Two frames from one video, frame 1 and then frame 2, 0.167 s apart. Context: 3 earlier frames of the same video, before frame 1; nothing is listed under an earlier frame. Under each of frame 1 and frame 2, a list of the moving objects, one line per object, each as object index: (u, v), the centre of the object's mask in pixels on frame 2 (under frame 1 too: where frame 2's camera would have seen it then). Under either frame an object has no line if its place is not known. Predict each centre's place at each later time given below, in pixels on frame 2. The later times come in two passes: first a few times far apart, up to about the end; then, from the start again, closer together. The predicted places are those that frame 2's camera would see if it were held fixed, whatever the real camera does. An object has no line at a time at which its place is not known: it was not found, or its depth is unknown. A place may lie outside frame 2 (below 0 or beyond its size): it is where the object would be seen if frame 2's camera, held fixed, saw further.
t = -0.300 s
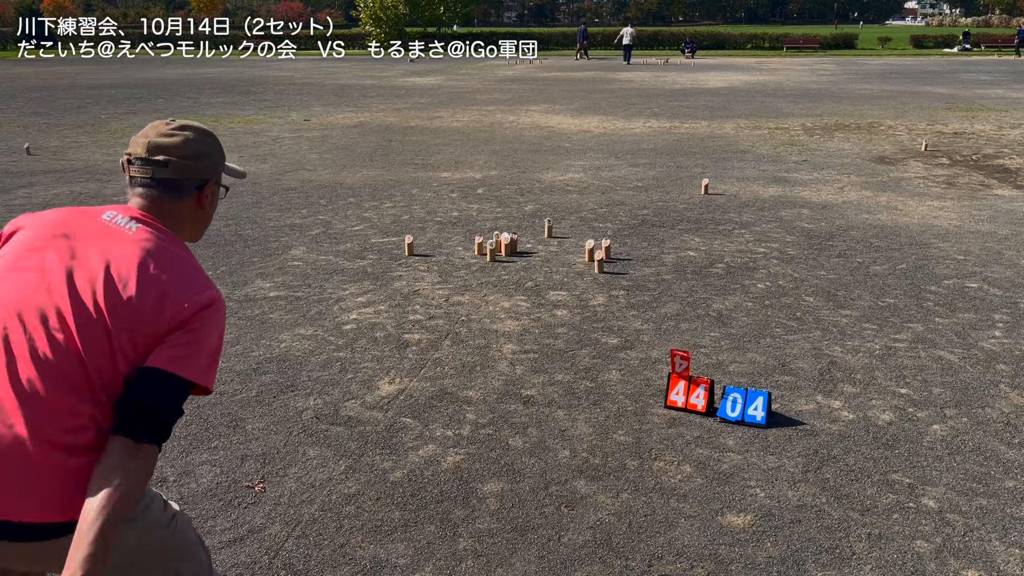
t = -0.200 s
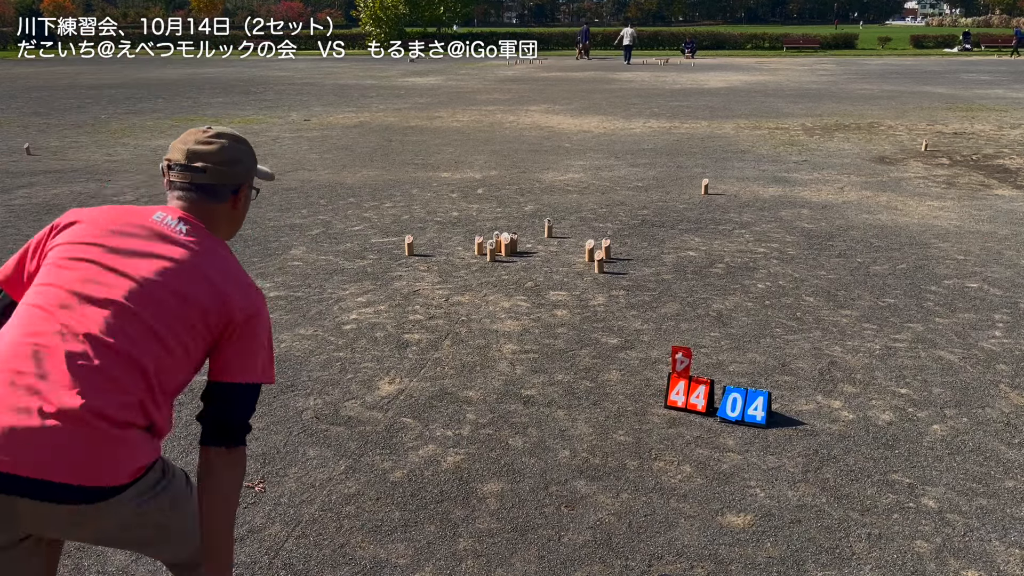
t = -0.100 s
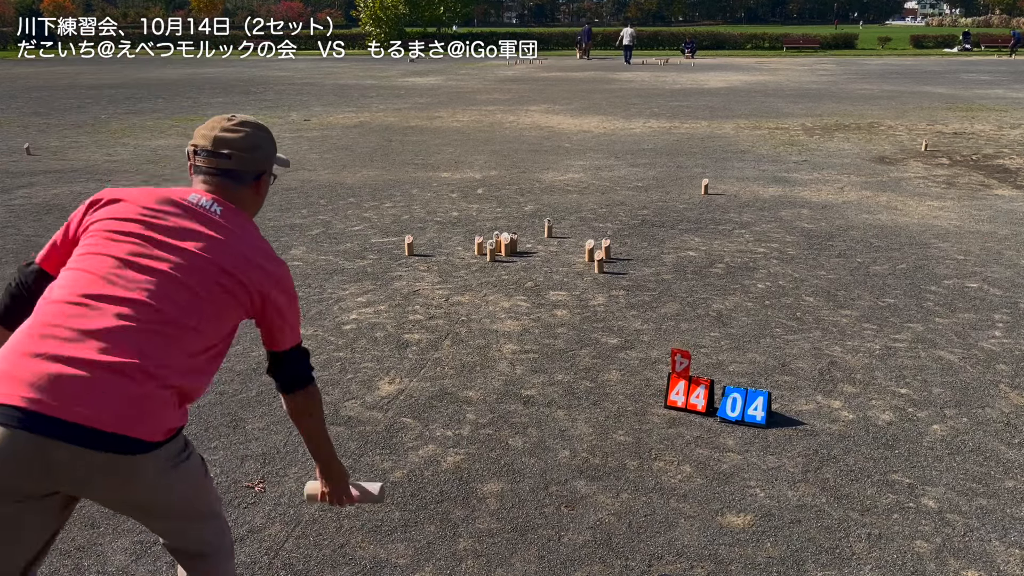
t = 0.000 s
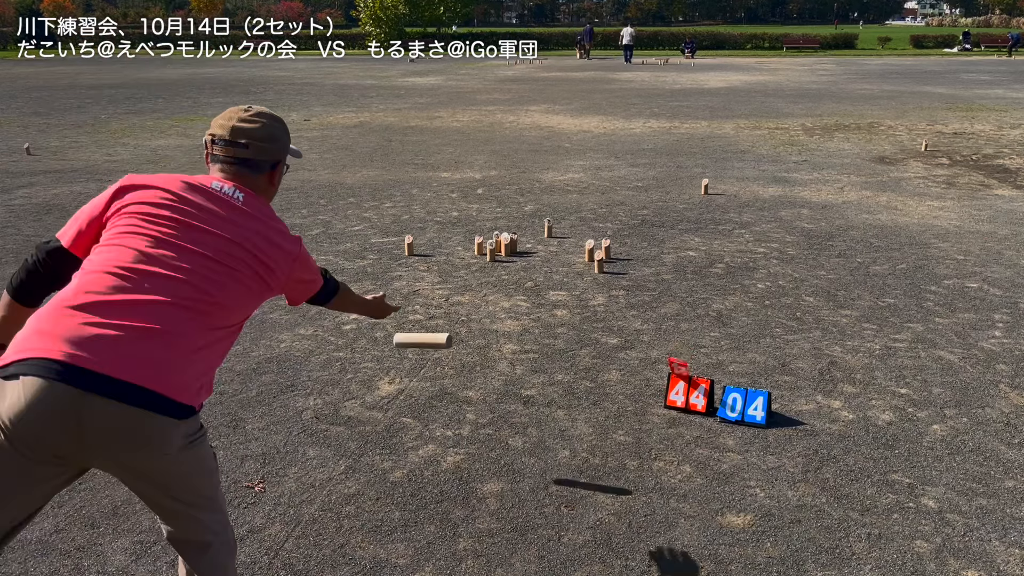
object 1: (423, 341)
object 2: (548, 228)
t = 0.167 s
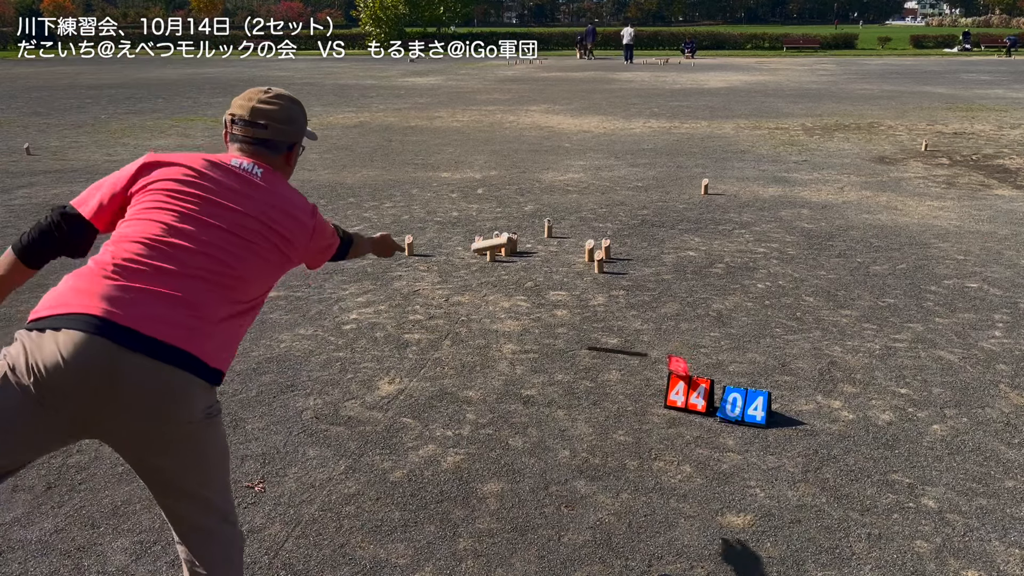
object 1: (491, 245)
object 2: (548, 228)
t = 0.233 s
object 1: (509, 233)
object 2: (548, 228)
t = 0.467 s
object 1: (542, 237)
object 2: (548, 225)
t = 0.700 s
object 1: (563, 215)
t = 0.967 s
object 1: (581, 215)
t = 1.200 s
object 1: (581, 210)
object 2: (540, 186)
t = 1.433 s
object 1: (589, 208)
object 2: (541, 183)
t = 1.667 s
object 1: (599, 206)
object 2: (540, 183)
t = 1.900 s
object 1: (606, 205)
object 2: (539, 183)
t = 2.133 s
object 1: (611, 204)
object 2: (539, 183)
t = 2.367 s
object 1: (614, 204)
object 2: (539, 183)
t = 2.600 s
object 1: (616, 204)
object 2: (539, 183)
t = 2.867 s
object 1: (616, 204)
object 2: (539, 183)
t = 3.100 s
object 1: (615, 204)
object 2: (539, 183)
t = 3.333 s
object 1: (615, 204)
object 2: (539, 183)
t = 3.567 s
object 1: (615, 204)
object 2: (539, 183)
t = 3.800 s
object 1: (616, 204)
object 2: (539, 183)
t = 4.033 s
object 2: (539, 183)
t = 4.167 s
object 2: (539, 183)
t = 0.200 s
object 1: (500, 238)
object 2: (548, 228)
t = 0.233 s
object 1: (509, 233)
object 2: (548, 228)
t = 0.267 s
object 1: (515, 231)
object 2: (548, 228)
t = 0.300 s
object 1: (522, 231)
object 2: (548, 228)
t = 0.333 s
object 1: (526, 234)
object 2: (548, 228)
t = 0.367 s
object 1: (532, 237)
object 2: (549, 227)
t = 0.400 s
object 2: (548, 226)
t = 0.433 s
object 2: (548, 228)
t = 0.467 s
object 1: (542, 237)
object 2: (548, 225)
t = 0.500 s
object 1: (546, 231)
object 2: (545, 223)
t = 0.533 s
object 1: (550, 227)
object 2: (541, 221)
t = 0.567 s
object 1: (552, 224)
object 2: (542, 221)
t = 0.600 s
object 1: (555, 221)
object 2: (543, 219)
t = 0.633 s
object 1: (557, 219)
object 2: (542, 216)
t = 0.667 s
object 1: (560, 218)
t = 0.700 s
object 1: (563, 215)
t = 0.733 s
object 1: (566, 214)
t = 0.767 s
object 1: (569, 213)
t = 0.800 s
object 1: (572, 212)
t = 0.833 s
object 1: (575, 213)
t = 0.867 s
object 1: (578, 214)
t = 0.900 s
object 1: (581, 216)
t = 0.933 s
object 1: (581, 215)
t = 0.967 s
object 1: (581, 215)
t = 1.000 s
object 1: (581, 214)
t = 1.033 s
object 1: (581, 213)
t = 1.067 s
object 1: (581, 213)
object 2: (540, 190)
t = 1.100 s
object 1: (581, 211)
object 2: (538, 188)
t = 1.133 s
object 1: (580, 211)
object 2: (538, 187)
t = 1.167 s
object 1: (581, 211)
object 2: (539, 187)
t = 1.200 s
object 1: (581, 210)
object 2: (540, 186)
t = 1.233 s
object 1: (582, 210)
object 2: (541, 185)
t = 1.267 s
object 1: (582, 209)
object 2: (541, 185)
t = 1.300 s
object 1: (583, 209)
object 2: (539, 184)
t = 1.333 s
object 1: (584, 209)
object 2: (539, 184)
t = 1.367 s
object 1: (586, 208)
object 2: (540, 183)
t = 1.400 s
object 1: (587, 208)
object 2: (540, 183)
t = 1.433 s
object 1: (589, 208)
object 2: (541, 183)
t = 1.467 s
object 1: (590, 207)
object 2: (541, 183)
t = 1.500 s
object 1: (592, 207)
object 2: (541, 183)
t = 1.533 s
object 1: (593, 207)
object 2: (541, 183)
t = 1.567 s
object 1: (595, 207)
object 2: (541, 183)
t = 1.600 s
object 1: (597, 206)
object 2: (541, 183)
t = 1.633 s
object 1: (598, 206)
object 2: (541, 183)
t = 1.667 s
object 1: (599, 206)
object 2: (540, 183)
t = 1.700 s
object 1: (601, 206)
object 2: (540, 182)
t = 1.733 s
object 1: (602, 205)
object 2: (539, 182)
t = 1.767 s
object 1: (603, 205)
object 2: (539, 182)
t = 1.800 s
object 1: (604, 205)
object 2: (539, 183)
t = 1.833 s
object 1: (604, 205)
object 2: (539, 183)
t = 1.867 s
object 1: (605, 205)
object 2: (539, 183)
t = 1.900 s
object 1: (606, 205)
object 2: (539, 183)
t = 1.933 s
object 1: (607, 205)
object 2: (539, 183)
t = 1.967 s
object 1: (607, 205)
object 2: (539, 183)
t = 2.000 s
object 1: (609, 205)
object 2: (539, 183)
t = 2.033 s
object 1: (609, 204)
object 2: (539, 183)
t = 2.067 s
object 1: (610, 204)
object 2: (539, 183)
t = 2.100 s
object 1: (611, 204)
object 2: (539, 183)
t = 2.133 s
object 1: (611, 204)
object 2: (539, 183)
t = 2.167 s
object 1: (612, 204)
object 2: (539, 183)
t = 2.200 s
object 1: (612, 204)
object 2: (539, 183)
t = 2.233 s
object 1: (612, 204)
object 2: (539, 183)
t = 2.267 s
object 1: (613, 204)
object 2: (539, 183)
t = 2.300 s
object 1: (613, 204)
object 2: (539, 183)
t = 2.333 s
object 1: (614, 204)
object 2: (539, 183)
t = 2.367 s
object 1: (614, 204)
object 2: (539, 183)
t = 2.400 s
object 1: (614, 204)
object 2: (539, 183)
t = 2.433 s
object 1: (614, 204)
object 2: (539, 183)
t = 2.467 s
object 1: (614, 204)
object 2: (539, 183)
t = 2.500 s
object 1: (615, 204)
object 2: (539, 183)
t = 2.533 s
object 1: (615, 204)
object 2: (539, 183)
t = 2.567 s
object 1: (615, 204)
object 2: (539, 183)
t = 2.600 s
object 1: (616, 204)
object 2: (539, 183)
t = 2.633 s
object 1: (616, 204)
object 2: (539, 183)
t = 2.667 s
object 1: (616, 204)
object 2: (539, 183)
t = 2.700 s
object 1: (616, 204)
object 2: (539, 183)
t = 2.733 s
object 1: (616, 204)
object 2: (539, 183)
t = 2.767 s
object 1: (616, 204)
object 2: (539, 183)
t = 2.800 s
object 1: (616, 204)
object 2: (539, 182)
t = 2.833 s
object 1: (616, 204)
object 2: (539, 182)
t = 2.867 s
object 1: (616, 204)
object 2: (539, 183)
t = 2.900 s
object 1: (615, 204)
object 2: (539, 183)
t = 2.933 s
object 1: (615, 204)
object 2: (539, 183)
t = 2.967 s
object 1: (615, 204)
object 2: (539, 183)
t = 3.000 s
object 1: (615, 204)
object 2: (539, 183)
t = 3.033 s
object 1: (615, 204)
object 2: (539, 183)
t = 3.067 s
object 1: (615, 204)
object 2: (539, 183)
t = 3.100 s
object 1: (615, 204)
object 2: (539, 183)
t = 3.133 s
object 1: (615, 204)
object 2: (539, 183)
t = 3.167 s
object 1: (615, 204)
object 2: (539, 183)
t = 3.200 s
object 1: (615, 204)
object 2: (539, 183)
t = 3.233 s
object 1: (615, 204)
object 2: (539, 183)
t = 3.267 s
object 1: (615, 204)
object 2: (539, 183)
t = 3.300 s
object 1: (615, 204)
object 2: (539, 183)
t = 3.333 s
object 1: (615, 204)
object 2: (539, 183)
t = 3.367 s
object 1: (615, 204)
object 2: (539, 183)
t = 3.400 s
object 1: (615, 204)
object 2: (539, 183)
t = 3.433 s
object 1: (615, 204)
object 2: (539, 183)
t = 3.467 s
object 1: (615, 204)
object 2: (539, 182)
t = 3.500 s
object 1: (615, 204)
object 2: (539, 183)
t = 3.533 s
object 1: (615, 204)
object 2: (539, 183)
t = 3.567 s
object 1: (615, 204)
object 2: (539, 183)
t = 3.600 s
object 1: (615, 204)
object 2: (539, 183)
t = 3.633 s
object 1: (615, 204)
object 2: (539, 183)
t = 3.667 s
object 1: (615, 204)
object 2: (539, 183)
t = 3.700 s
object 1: (615, 204)
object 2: (539, 183)
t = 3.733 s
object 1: (616, 204)
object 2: (539, 183)
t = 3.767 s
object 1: (616, 204)
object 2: (539, 183)
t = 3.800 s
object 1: (616, 204)
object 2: (539, 183)
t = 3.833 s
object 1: (616, 204)
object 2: (539, 183)
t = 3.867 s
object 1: (616, 204)
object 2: (539, 183)
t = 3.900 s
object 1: (616, 204)
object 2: (539, 183)
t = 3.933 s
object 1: (616, 204)
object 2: (539, 183)
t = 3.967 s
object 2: (539, 183)
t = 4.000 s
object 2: (539, 183)
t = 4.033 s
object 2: (539, 183)
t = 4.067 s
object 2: (540, 183)
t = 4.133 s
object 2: (539, 183)
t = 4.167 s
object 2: (539, 183)
